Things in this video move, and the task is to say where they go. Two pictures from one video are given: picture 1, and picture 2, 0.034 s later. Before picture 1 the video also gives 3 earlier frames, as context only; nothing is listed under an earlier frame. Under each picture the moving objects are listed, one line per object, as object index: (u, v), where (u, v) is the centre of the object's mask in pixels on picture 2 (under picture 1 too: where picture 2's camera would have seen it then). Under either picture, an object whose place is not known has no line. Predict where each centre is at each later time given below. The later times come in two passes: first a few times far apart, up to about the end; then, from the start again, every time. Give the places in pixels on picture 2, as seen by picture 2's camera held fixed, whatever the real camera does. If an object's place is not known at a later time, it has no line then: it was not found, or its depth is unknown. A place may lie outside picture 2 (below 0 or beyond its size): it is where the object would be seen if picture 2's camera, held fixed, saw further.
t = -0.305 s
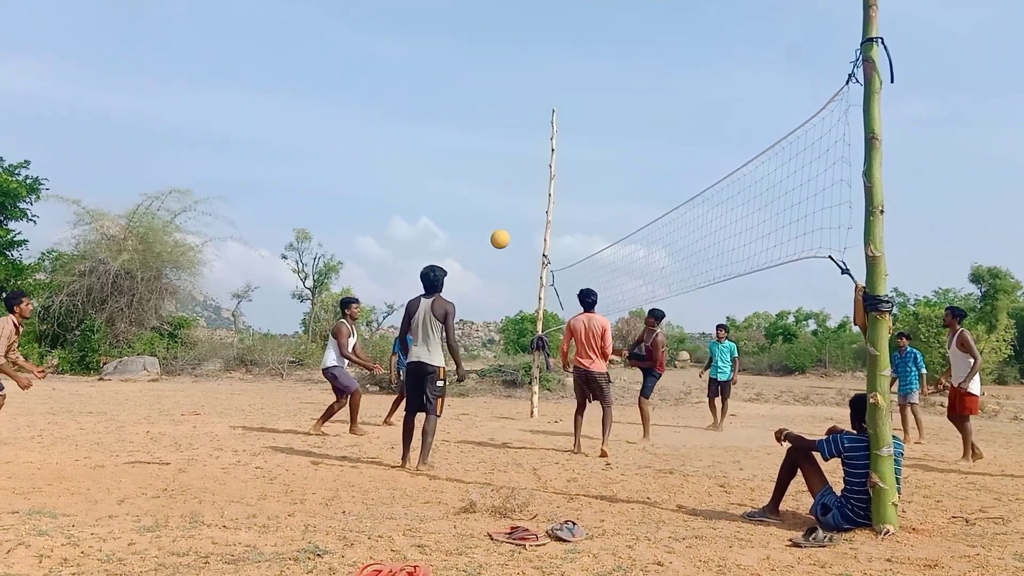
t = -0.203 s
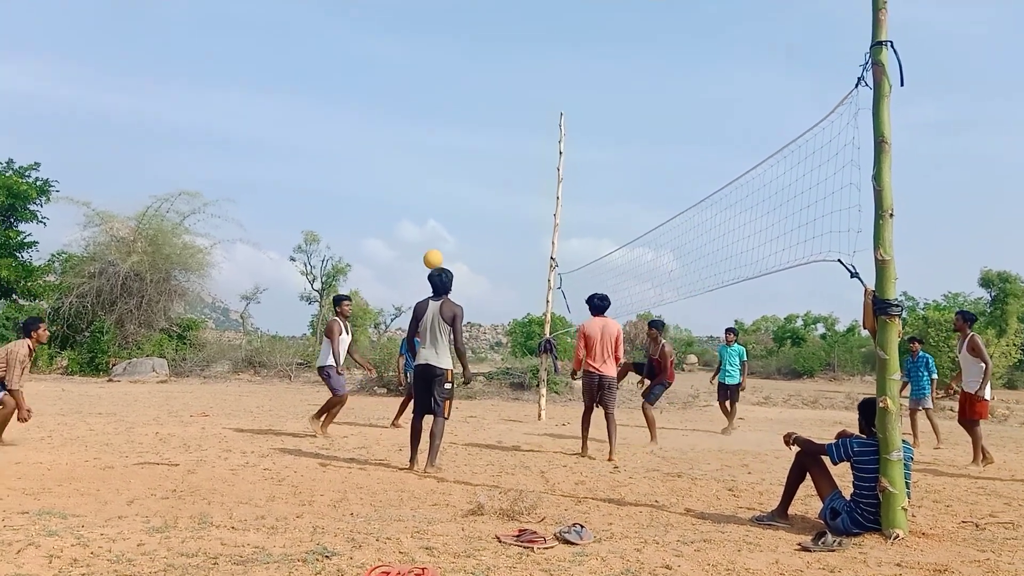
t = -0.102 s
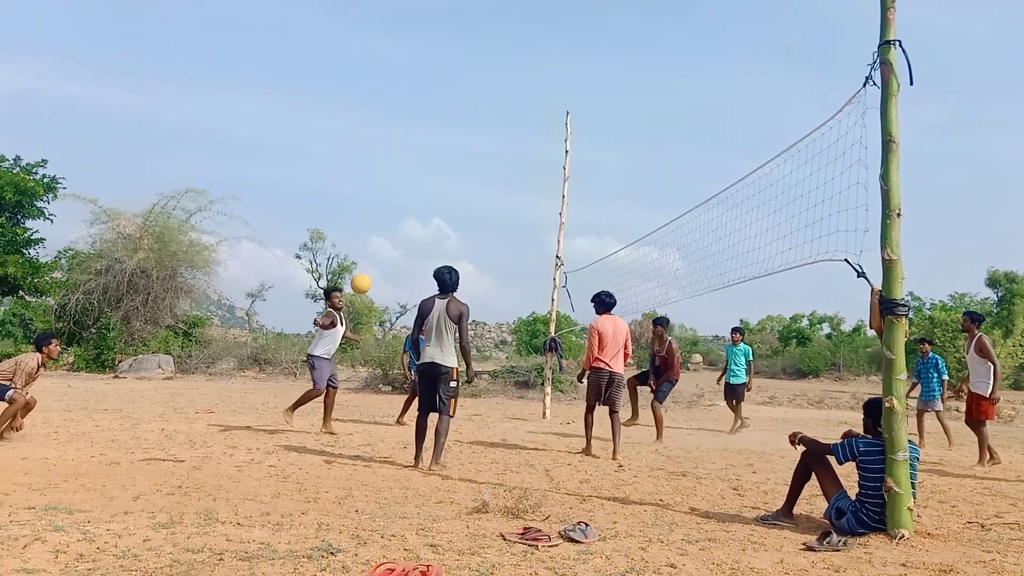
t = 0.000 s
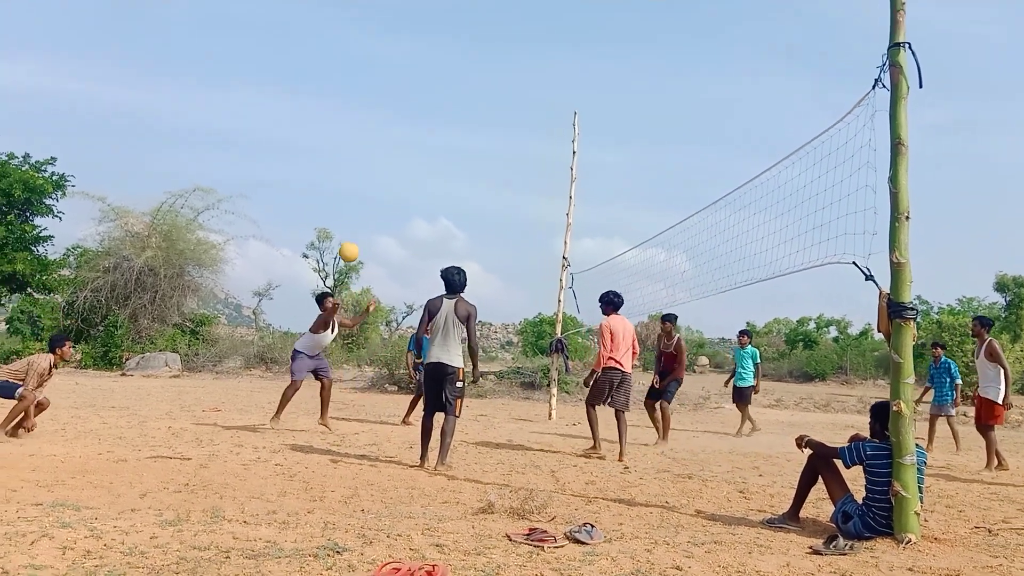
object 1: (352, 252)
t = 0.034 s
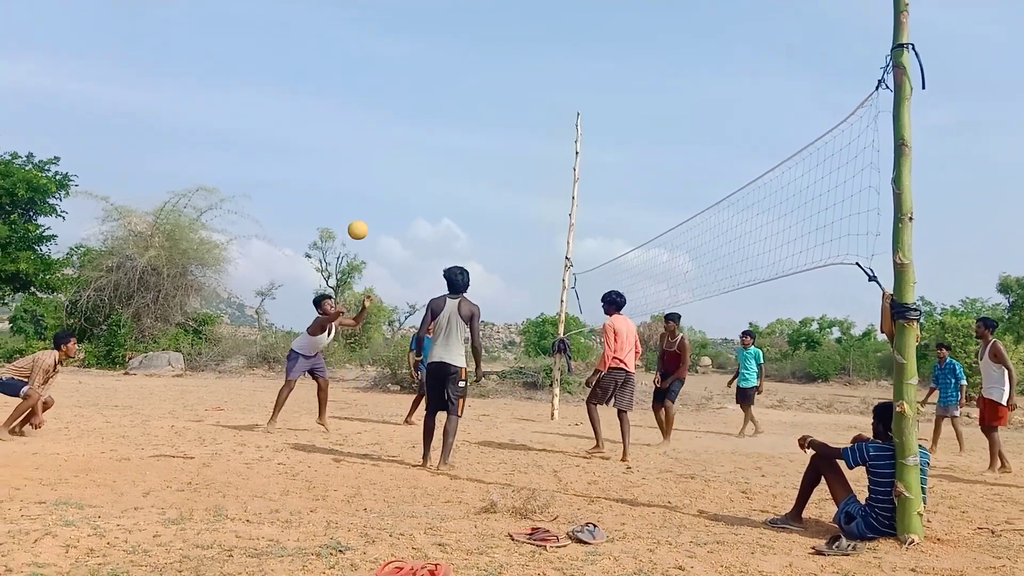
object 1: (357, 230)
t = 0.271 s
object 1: (394, 113)
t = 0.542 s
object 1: (427, 51)
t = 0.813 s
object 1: (453, 48)
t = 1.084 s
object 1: (474, 95)
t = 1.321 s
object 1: (488, 173)
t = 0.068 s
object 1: (363, 210)
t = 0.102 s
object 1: (369, 190)
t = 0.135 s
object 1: (374, 172)
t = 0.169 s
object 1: (379, 156)
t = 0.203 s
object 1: (384, 141)
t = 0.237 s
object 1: (389, 126)
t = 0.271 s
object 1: (394, 113)
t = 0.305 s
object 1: (399, 102)
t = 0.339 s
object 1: (404, 91)
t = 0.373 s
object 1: (408, 82)
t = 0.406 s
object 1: (412, 74)
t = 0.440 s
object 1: (417, 66)
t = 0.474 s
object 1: (420, 60)
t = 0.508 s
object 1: (424, 55)
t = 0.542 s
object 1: (427, 51)
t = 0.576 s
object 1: (431, 48)
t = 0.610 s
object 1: (434, 46)
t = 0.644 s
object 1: (438, 44)
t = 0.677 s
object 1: (442, 42)
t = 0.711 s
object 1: (444, 43)
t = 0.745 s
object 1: (447, 43)
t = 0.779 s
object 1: (450, 45)
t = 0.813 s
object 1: (453, 48)
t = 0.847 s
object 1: (456, 51)
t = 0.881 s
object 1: (458, 56)
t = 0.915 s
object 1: (461, 61)
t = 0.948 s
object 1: (464, 66)
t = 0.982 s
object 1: (467, 72)
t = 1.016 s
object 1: (469, 79)
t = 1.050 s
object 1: (471, 87)
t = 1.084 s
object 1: (474, 95)
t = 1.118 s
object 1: (477, 104)
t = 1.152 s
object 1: (479, 114)
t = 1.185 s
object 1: (482, 124)
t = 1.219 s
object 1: (483, 136)
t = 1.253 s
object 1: (485, 147)
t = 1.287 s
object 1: (487, 160)
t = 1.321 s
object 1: (488, 173)
